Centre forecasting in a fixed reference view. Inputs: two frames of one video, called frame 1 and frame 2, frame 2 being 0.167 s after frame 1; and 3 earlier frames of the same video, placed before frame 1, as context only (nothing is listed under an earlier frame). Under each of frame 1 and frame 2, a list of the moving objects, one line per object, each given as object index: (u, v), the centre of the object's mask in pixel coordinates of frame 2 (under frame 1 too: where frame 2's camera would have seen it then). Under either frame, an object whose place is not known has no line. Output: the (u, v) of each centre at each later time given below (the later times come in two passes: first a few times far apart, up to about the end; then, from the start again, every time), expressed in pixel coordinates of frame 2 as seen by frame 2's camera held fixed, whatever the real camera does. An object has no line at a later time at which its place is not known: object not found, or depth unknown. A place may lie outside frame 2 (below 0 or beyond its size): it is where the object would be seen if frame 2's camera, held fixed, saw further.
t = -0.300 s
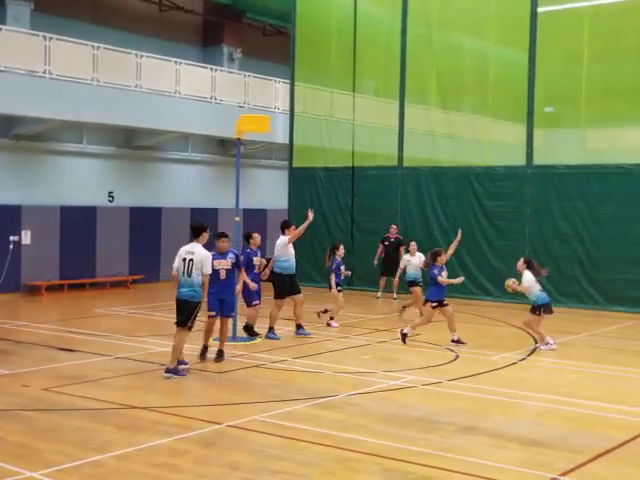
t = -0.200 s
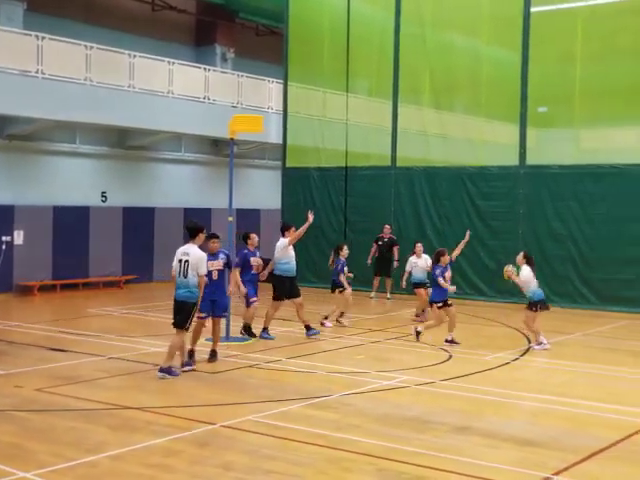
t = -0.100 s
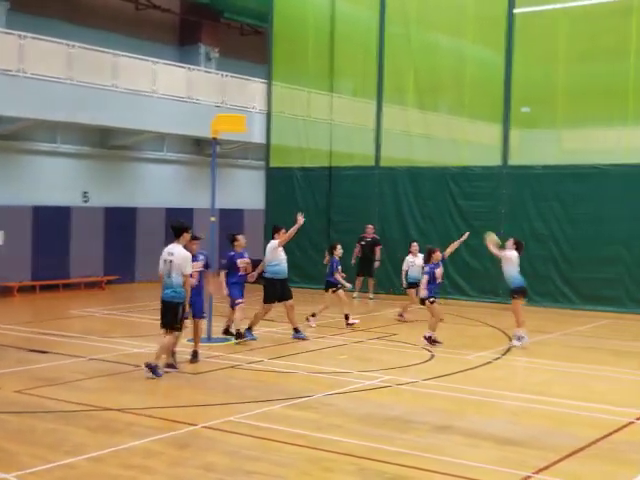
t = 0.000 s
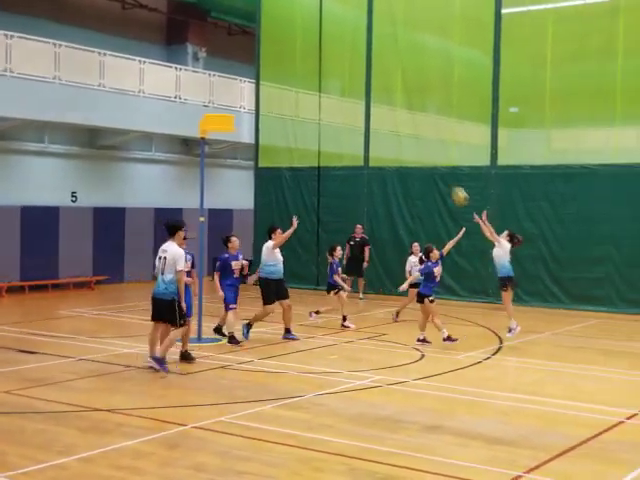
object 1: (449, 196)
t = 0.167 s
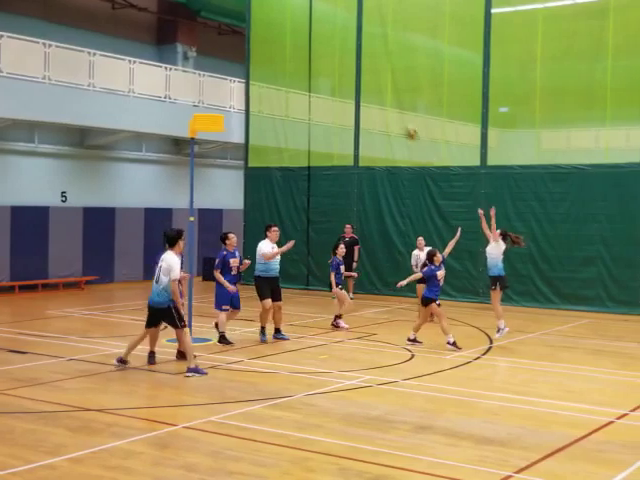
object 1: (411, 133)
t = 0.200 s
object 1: (403, 121)
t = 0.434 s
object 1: (351, 65)
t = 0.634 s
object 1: (304, 43)
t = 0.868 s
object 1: (249, 51)
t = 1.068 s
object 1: (203, 85)
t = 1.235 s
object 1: (164, 134)
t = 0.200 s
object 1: (403, 121)
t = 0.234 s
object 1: (396, 111)
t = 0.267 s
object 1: (388, 102)
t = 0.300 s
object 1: (379, 93)
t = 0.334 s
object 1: (373, 85)
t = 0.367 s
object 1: (365, 77)
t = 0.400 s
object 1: (358, 71)
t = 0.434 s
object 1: (351, 65)
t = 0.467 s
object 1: (342, 60)
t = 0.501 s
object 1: (334, 55)
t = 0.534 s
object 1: (327, 51)
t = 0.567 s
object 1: (319, 48)
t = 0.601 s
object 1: (311, 44)
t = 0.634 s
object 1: (304, 43)
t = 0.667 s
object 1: (296, 42)
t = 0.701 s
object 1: (288, 42)
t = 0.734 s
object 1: (281, 41)
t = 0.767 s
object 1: (273, 43)
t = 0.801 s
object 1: (265, 44)
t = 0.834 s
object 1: (257, 46)
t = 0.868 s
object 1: (249, 51)
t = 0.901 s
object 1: (241, 55)
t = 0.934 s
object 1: (234, 58)
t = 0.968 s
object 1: (227, 64)
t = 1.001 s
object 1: (219, 70)
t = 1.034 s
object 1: (211, 77)
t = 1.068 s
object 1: (203, 85)
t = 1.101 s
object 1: (195, 95)
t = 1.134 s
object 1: (188, 104)
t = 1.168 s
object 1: (180, 113)
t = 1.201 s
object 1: (172, 124)
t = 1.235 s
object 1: (164, 134)
